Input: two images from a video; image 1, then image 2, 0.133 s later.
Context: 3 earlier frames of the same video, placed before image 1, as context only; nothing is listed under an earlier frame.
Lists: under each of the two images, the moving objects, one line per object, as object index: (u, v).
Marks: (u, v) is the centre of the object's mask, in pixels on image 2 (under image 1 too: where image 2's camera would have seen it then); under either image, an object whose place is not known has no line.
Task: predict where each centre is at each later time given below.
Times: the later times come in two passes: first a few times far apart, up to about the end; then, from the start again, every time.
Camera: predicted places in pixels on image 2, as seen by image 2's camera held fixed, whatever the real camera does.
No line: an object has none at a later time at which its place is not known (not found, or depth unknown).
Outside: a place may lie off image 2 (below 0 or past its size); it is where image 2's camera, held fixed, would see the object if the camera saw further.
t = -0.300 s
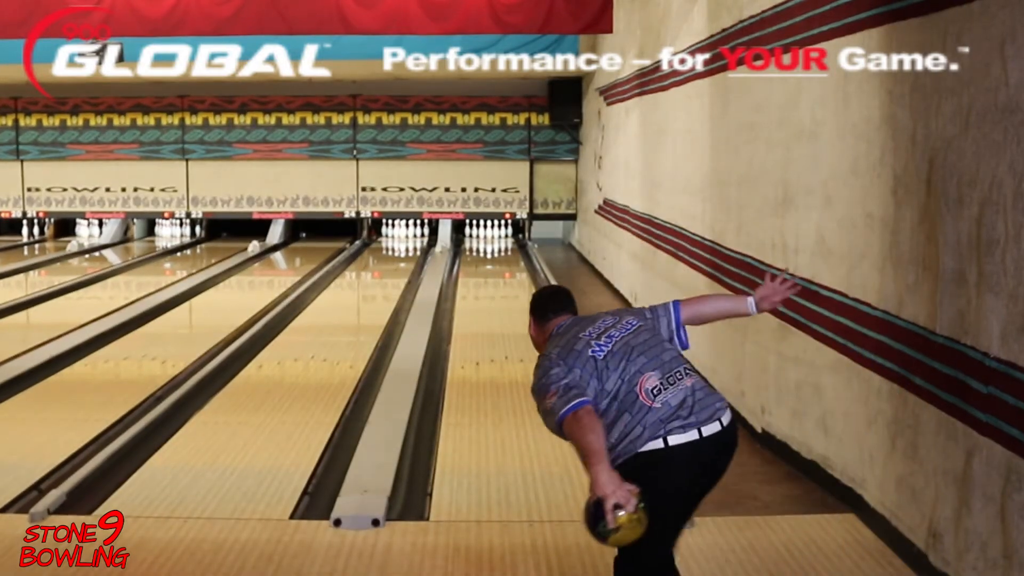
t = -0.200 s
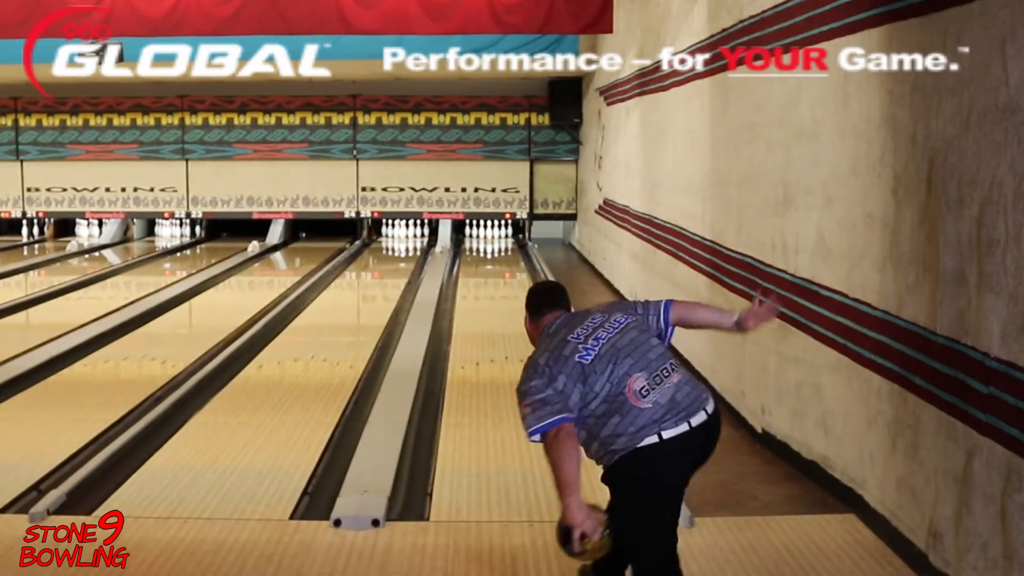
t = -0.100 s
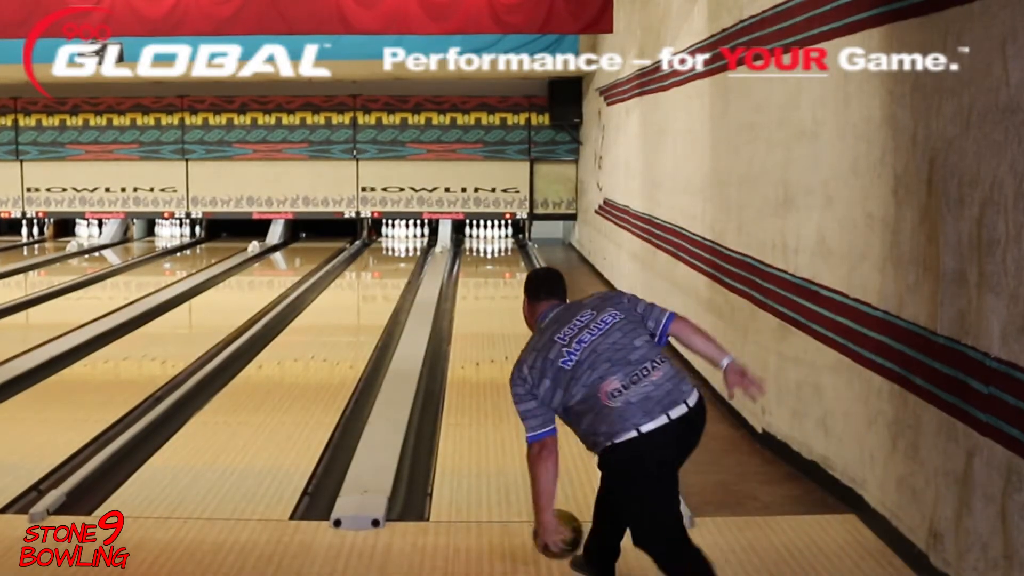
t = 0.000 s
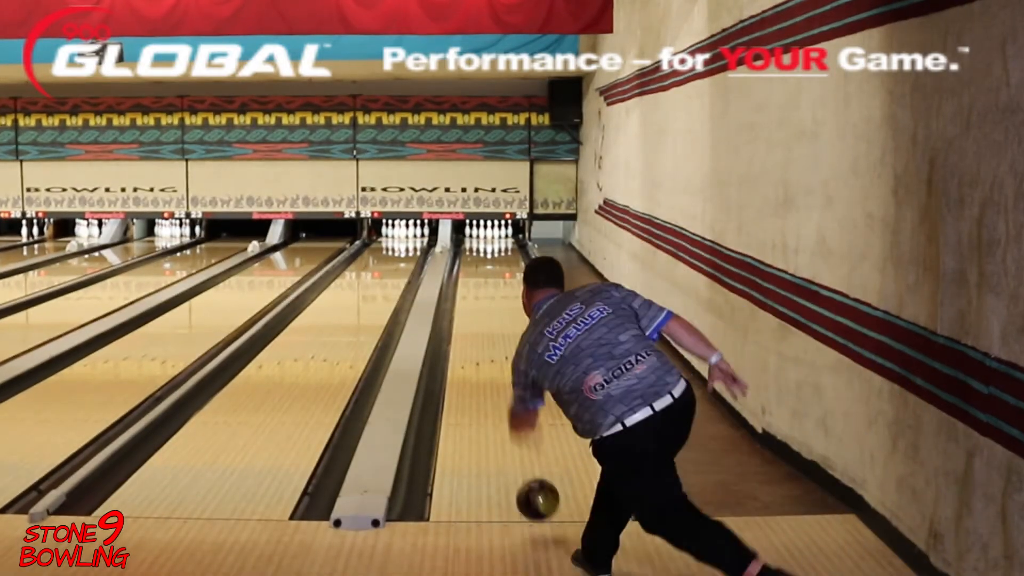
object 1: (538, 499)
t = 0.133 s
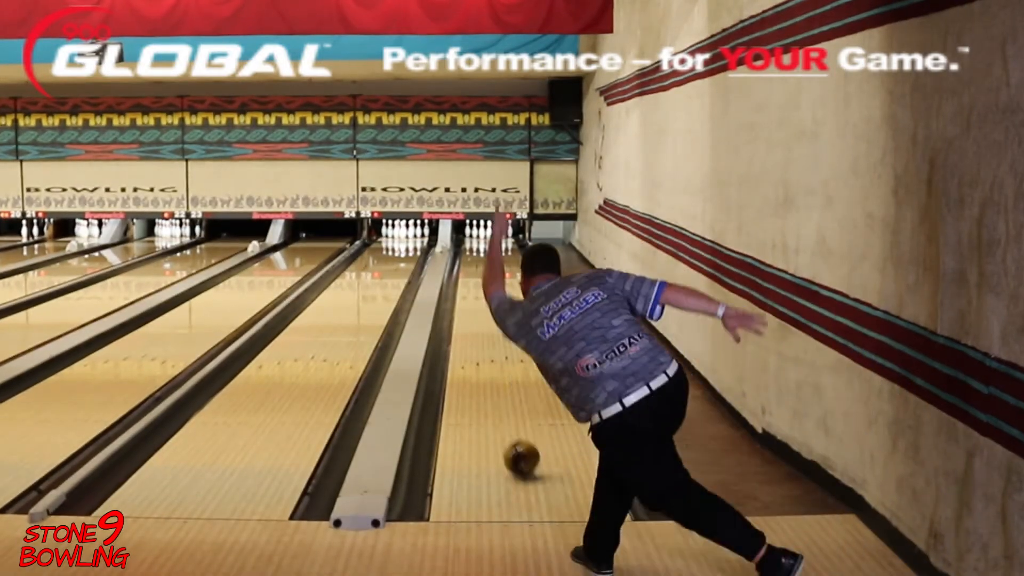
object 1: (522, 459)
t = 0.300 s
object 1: (508, 410)
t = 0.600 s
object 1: (493, 350)
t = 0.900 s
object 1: (484, 312)
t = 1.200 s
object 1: (479, 286)
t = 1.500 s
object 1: (476, 267)
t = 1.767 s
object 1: (474, 255)
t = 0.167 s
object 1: (518, 446)
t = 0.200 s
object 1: (515, 436)
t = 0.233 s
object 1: (513, 428)
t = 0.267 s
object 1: (510, 418)
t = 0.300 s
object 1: (508, 410)
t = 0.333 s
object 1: (506, 401)
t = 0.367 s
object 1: (504, 394)
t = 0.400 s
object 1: (502, 386)
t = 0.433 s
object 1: (500, 380)
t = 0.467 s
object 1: (498, 373)
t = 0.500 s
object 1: (497, 366)
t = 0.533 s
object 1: (496, 361)
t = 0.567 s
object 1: (494, 355)
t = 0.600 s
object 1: (493, 350)
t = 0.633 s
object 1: (492, 345)
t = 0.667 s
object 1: (490, 340)
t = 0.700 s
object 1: (489, 335)
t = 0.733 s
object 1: (488, 331)
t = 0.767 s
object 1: (488, 327)
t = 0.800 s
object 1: (487, 329)
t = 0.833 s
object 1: (482, 313)
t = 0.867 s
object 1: (484, 316)
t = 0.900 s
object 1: (484, 312)
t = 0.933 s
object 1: (483, 309)
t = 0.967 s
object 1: (483, 305)
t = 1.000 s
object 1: (482, 302)
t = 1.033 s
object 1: (481, 300)
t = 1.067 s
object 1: (481, 296)
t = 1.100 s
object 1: (480, 294)
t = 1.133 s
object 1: (480, 291)
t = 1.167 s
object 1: (479, 288)
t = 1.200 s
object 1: (479, 286)
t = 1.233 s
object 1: (478, 284)
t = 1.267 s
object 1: (478, 281)
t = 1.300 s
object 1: (477, 279)
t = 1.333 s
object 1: (477, 277)
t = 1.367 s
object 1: (477, 275)
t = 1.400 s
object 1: (477, 273)
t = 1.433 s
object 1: (476, 271)
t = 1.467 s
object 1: (476, 270)
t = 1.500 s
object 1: (476, 267)
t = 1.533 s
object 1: (475, 265)
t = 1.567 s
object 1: (475, 264)
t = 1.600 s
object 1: (475, 262)
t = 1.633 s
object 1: (475, 260)
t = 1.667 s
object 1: (475, 259)
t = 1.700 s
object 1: (475, 258)
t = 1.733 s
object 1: (475, 256)
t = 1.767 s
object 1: (474, 255)
